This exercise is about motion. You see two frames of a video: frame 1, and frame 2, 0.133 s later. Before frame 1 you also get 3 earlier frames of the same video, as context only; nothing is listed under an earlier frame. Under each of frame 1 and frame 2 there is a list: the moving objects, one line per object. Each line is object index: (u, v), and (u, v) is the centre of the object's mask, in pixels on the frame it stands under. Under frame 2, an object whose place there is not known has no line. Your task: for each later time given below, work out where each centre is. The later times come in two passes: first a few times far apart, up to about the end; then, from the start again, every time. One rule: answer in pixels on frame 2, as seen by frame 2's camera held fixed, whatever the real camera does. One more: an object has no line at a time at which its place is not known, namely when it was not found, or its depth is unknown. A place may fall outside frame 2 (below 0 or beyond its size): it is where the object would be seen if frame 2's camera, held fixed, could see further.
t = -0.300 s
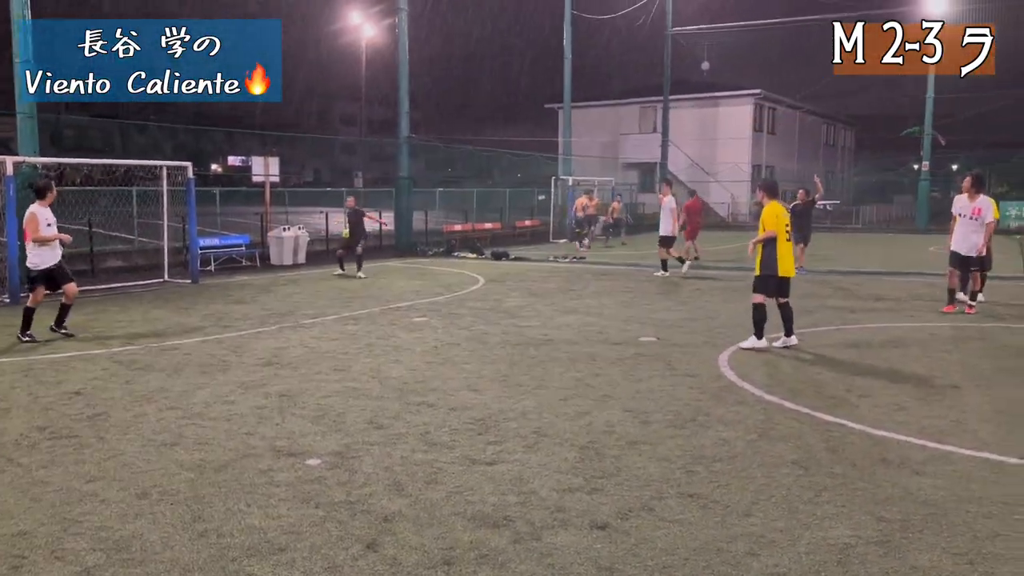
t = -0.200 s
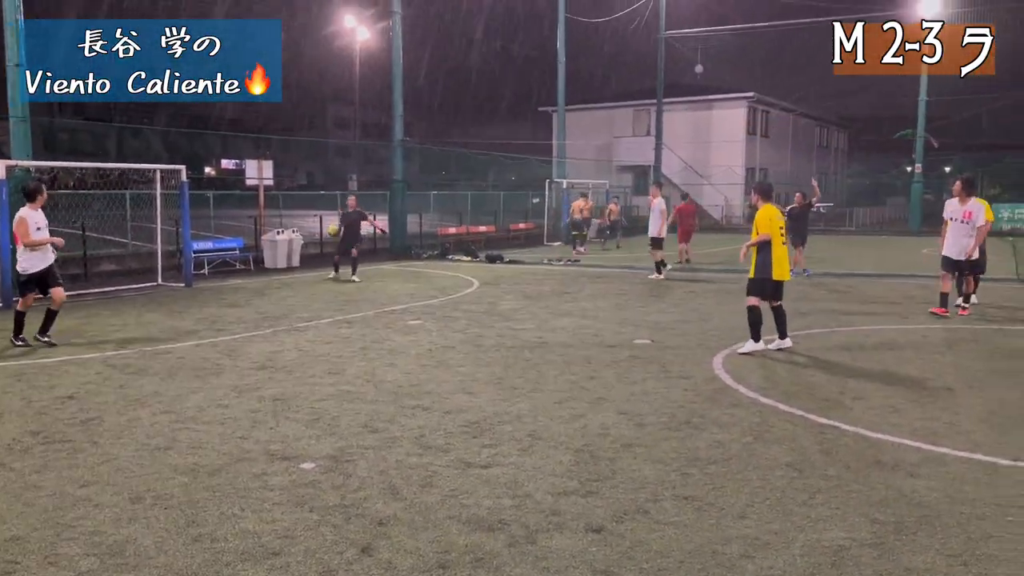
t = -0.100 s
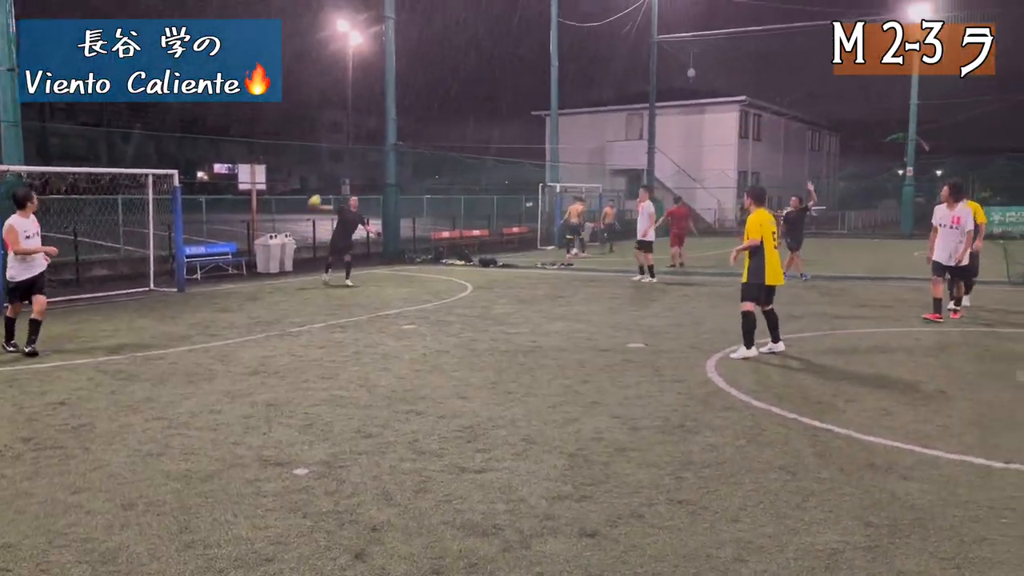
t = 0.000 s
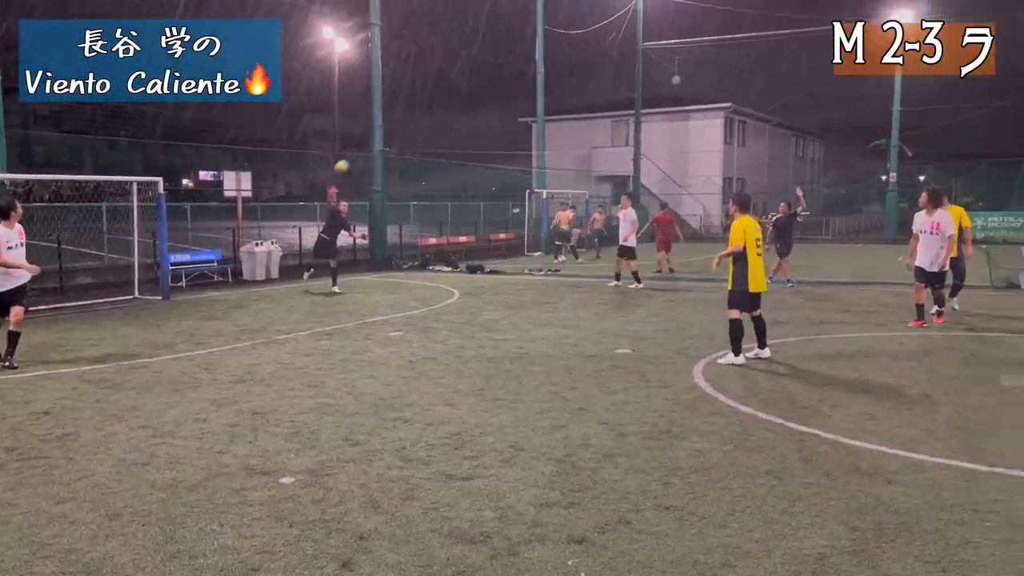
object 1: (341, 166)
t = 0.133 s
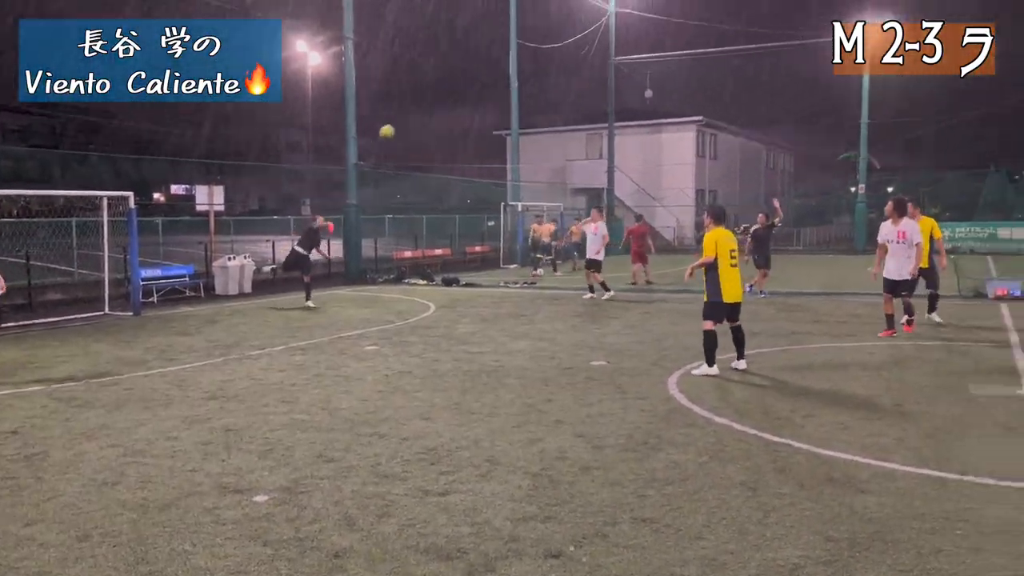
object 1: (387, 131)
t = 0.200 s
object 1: (425, 108)
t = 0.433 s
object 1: (573, 40)
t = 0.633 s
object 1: (725, -1)
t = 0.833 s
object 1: (906, -21)
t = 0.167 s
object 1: (405, 120)
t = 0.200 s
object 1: (425, 108)
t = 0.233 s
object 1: (444, 98)
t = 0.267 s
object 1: (465, 87)
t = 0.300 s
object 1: (485, 76)
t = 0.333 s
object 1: (506, 67)
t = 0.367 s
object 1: (528, 58)
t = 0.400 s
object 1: (550, 48)
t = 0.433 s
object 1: (573, 40)
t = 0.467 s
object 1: (597, 32)
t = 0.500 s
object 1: (621, 25)
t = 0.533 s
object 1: (646, 17)
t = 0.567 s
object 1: (671, 11)
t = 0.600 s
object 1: (698, 5)
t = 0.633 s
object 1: (725, -1)
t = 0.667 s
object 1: (753, -6)
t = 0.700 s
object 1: (781, -11)
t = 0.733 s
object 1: (810, -14)
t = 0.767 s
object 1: (841, -17)
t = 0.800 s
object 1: (873, -19)
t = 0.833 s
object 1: (906, -21)
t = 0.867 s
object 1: (940, -23)
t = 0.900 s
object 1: (975, -24)
